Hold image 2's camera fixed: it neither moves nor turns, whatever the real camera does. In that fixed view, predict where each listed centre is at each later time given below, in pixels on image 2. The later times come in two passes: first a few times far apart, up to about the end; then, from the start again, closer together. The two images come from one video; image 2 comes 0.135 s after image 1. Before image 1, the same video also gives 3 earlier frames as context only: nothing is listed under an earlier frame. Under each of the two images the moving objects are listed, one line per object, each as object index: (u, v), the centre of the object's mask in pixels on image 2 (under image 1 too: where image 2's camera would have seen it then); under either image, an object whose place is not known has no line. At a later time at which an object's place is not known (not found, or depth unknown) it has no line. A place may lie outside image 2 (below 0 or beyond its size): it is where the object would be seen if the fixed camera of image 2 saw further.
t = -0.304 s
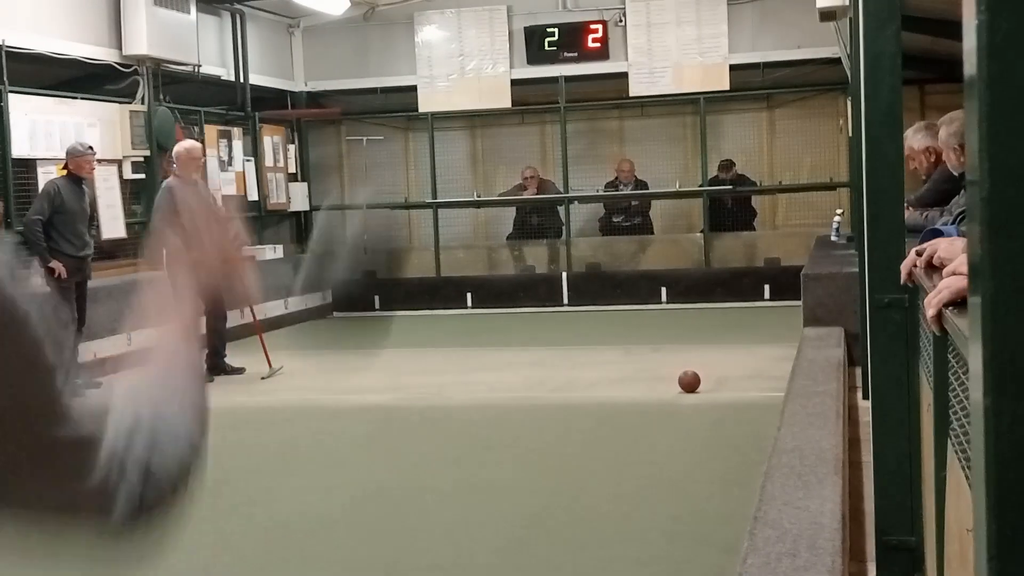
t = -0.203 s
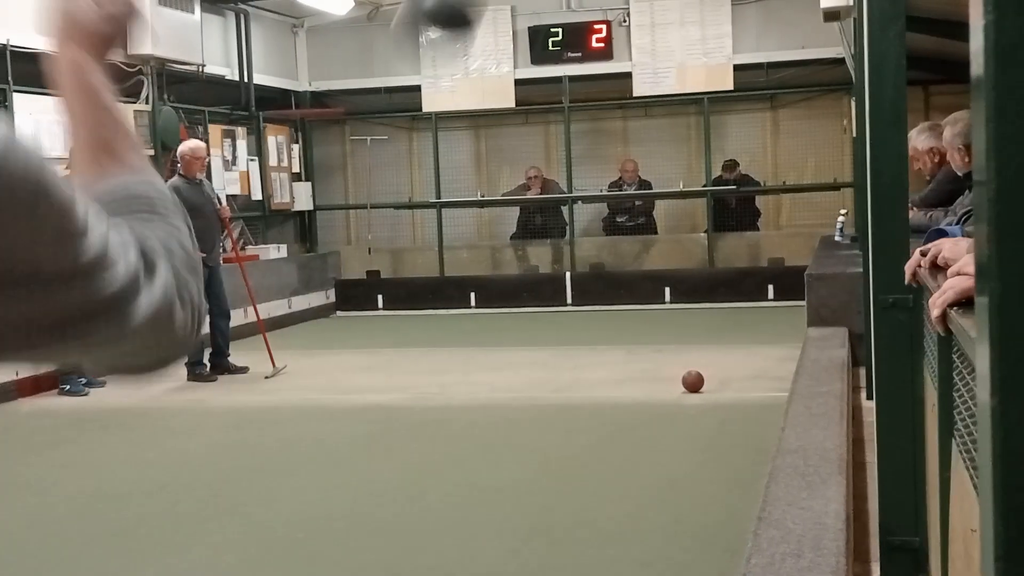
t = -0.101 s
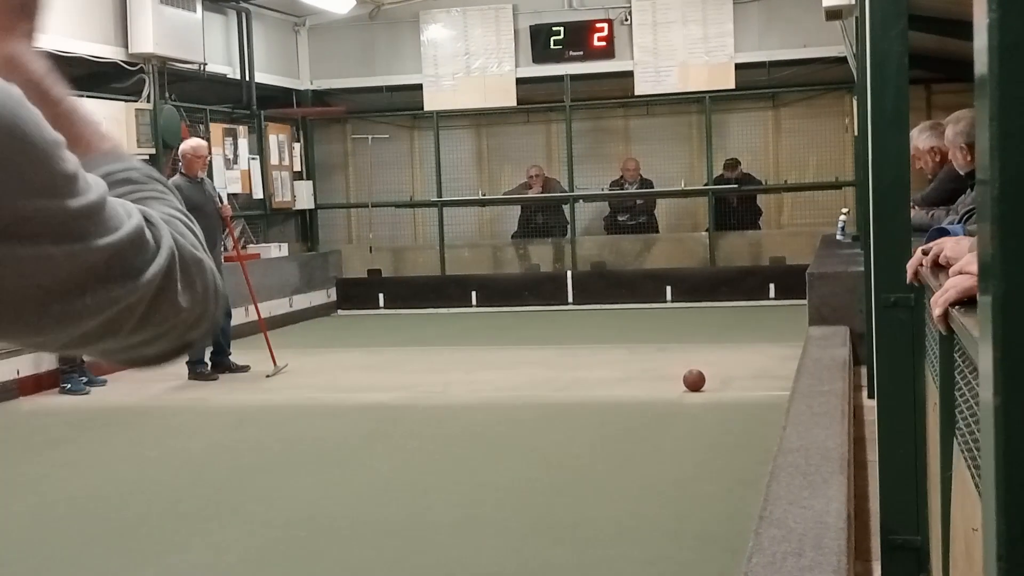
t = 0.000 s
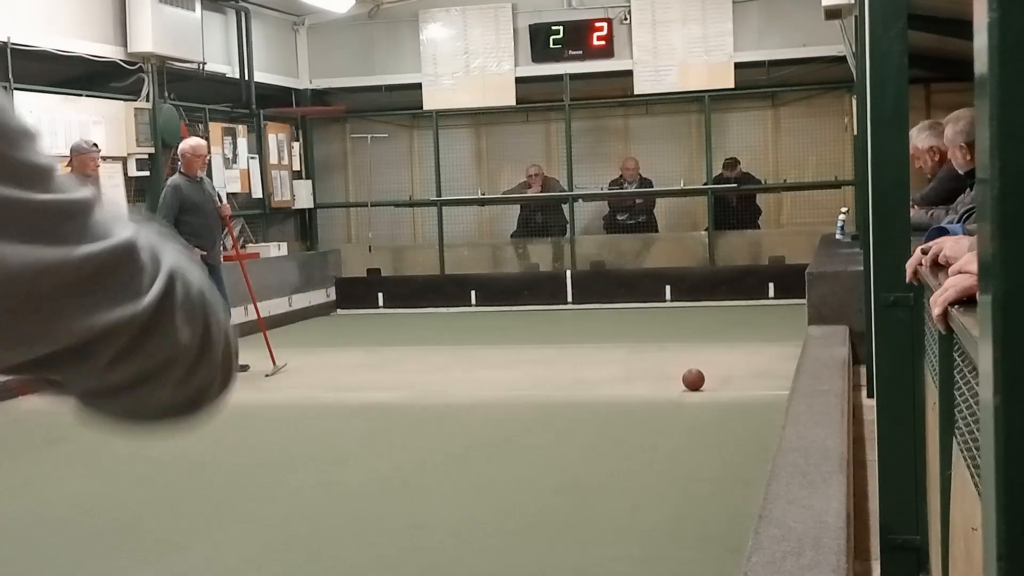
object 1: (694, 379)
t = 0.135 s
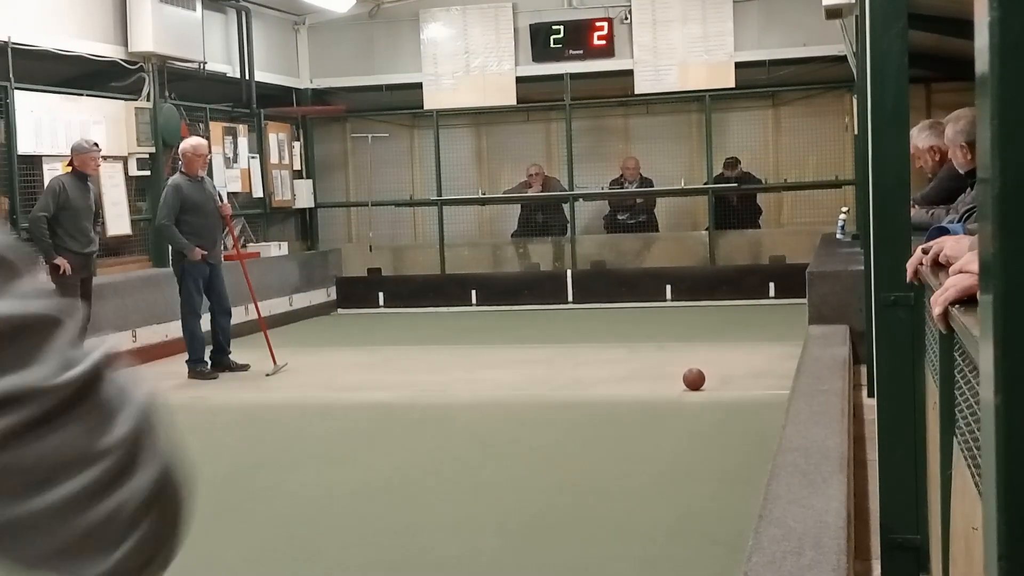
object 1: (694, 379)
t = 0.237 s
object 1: (694, 379)
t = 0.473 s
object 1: (694, 379)
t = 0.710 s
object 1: (694, 379)
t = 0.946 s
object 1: (750, 354)
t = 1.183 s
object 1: (778, 358)
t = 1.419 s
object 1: (757, 350)
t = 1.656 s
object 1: (743, 341)
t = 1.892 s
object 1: (730, 334)
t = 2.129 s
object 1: (718, 327)
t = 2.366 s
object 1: (709, 320)
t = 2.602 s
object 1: (699, 314)
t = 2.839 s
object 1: (691, 309)
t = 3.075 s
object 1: (684, 305)
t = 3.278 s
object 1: (679, 302)
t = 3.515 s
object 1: (671, 300)
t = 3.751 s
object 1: (662, 301)
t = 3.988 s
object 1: (653, 301)
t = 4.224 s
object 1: (645, 301)
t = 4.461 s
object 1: (637, 302)
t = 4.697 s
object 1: (631, 302)
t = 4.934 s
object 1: (626, 302)
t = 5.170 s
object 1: (621, 302)
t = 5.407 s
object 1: (626, 302)
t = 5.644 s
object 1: (630, 302)
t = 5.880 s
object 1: (631, 302)
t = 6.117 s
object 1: (632, 302)
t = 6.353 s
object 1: (631, 301)
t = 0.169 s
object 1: (694, 379)
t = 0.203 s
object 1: (694, 379)
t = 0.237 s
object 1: (694, 379)
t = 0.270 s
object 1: (694, 379)
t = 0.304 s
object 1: (694, 379)
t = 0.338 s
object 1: (694, 379)
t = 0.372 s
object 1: (694, 379)
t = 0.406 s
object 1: (694, 379)
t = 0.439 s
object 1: (694, 379)
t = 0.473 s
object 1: (694, 379)
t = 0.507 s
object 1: (694, 379)
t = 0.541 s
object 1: (694, 379)
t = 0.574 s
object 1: (694, 379)
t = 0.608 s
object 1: (694, 379)
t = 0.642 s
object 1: (694, 379)
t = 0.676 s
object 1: (694, 379)
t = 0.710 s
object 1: (694, 379)
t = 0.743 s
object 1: (694, 379)
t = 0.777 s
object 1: (694, 379)
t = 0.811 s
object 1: (699, 376)
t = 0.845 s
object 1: (713, 367)
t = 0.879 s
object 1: (725, 361)
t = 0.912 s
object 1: (738, 357)
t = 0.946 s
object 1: (750, 354)
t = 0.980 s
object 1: (763, 353)
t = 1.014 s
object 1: (776, 354)
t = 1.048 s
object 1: (788, 357)
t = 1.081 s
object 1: (793, 360)
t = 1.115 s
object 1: (789, 361)
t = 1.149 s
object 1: (784, 359)
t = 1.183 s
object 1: (778, 358)
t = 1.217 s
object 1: (773, 358)
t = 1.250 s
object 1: (769, 357)
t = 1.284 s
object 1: (766, 356)
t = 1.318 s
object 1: (764, 354)
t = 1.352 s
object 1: (762, 353)
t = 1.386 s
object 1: (759, 351)
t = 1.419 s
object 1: (757, 350)
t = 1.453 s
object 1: (755, 349)
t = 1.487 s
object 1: (753, 348)
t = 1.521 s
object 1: (751, 346)
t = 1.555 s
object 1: (749, 345)
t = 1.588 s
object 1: (747, 344)
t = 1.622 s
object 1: (745, 343)
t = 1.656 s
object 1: (743, 341)
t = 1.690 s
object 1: (741, 340)
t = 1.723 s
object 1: (739, 339)
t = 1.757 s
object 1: (737, 338)
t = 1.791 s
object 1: (735, 337)
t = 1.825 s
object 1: (733, 336)
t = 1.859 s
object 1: (732, 335)
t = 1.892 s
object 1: (730, 334)
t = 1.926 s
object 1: (728, 333)
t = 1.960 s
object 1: (726, 331)
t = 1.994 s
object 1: (725, 331)
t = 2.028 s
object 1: (723, 329)
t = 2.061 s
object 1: (722, 328)
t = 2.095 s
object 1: (720, 328)
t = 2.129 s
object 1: (718, 327)
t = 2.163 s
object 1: (717, 326)
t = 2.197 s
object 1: (716, 325)
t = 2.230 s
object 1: (714, 323)
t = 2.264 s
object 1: (713, 323)
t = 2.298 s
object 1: (711, 322)
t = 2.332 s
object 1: (710, 321)
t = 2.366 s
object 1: (709, 320)
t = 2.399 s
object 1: (707, 320)
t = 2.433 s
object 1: (706, 319)
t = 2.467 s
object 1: (705, 318)
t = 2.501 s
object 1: (704, 317)
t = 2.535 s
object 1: (702, 317)
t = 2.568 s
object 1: (700, 315)
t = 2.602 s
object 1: (699, 314)
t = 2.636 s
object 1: (698, 313)
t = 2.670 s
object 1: (697, 313)
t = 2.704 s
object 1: (696, 312)
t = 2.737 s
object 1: (695, 311)
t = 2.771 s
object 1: (694, 311)
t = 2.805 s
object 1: (693, 310)
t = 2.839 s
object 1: (691, 309)
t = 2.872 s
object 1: (690, 309)
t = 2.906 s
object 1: (690, 308)
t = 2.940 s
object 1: (688, 307)
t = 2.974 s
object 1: (687, 307)
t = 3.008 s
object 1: (686, 306)
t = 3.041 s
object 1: (685, 305)
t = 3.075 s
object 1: (684, 305)
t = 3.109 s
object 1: (683, 304)
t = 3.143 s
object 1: (682, 303)
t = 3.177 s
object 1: (681, 303)
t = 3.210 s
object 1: (680, 302)
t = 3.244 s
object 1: (680, 302)
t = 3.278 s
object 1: (679, 302)
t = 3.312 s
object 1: (678, 302)
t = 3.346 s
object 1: (677, 301)
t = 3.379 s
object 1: (676, 301)
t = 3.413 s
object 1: (675, 301)
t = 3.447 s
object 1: (674, 300)
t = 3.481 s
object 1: (673, 300)
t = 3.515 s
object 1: (671, 300)
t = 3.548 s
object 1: (670, 301)
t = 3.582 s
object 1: (669, 301)
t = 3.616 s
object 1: (668, 301)
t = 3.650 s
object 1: (666, 301)
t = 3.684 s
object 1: (665, 301)
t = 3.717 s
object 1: (663, 301)
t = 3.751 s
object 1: (662, 301)
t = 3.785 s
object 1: (660, 301)
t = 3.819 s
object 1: (659, 301)
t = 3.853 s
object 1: (658, 301)
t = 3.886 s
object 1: (657, 301)
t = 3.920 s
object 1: (655, 301)
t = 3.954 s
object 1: (654, 301)
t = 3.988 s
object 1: (653, 301)
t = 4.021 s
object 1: (652, 301)
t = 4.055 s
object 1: (650, 301)
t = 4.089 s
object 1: (649, 301)
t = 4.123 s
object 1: (648, 301)
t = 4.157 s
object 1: (647, 301)
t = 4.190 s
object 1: (645, 301)
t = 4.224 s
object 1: (645, 301)
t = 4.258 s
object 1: (643, 301)
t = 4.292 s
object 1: (642, 302)
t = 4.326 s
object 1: (641, 302)
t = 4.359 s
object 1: (640, 302)
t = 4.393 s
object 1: (638, 302)
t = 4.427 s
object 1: (638, 302)
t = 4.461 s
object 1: (637, 302)
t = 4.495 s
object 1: (636, 302)
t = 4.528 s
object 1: (635, 302)
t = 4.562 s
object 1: (634, 302)
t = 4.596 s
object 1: (633, 302)
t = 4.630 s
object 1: (633, 302)
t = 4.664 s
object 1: (631, 302)
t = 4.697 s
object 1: (631, 302)
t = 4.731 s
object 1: (630, 302)
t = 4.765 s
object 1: (629, 302)
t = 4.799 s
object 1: (628, 302)
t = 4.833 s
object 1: (628, 302)
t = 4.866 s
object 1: (627, 302)
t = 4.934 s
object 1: (626, 302)
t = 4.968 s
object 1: (625, 302)
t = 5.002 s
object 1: (624, 302)
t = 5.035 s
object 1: (624, 302)
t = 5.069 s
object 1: (623, 302)
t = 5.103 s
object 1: (622, 302)
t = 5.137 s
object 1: (621, 302)
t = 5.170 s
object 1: (621, 302)
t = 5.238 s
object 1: (623, 302)
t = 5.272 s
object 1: (624, 302)
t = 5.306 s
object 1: (624, 302)
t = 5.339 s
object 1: (625, 302)
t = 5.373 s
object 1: (625, 302)
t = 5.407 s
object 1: (626, 302)
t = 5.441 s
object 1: (627, 302)
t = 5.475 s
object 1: (627, 302)
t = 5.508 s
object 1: (628, 302)
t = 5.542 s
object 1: (628, 302)
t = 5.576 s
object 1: (629, 302)
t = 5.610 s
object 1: (629, 302)
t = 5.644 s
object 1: (630, 302)
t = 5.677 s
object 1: (630, 302)
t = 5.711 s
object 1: (630, 302)
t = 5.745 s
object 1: (630, 302)
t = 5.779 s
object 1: (631, 302)
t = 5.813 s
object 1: (631, 302)
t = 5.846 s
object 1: (631, 302)
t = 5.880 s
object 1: (631, 302)
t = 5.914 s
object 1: (631, 302)
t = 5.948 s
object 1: (632, 302)
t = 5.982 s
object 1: (632, 302)
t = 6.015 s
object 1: (632, 302)
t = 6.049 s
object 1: (632, 302)
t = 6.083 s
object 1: (632, 302)
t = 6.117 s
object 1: (632, 302)
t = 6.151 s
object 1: (632, 302)
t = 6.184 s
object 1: (632, 302)
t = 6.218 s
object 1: (632, 302)
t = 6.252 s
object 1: (632, 301)
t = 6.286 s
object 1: (632, 301)
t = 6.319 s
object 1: (633, 301)
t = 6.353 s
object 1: (631, 301)
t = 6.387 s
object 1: (631, 301)
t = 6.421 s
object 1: (631, 301)
